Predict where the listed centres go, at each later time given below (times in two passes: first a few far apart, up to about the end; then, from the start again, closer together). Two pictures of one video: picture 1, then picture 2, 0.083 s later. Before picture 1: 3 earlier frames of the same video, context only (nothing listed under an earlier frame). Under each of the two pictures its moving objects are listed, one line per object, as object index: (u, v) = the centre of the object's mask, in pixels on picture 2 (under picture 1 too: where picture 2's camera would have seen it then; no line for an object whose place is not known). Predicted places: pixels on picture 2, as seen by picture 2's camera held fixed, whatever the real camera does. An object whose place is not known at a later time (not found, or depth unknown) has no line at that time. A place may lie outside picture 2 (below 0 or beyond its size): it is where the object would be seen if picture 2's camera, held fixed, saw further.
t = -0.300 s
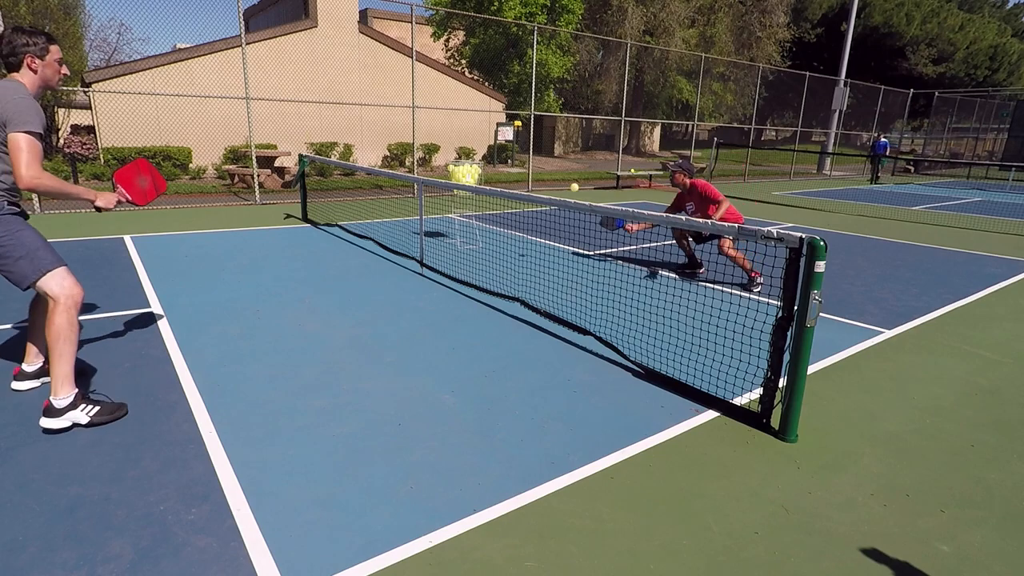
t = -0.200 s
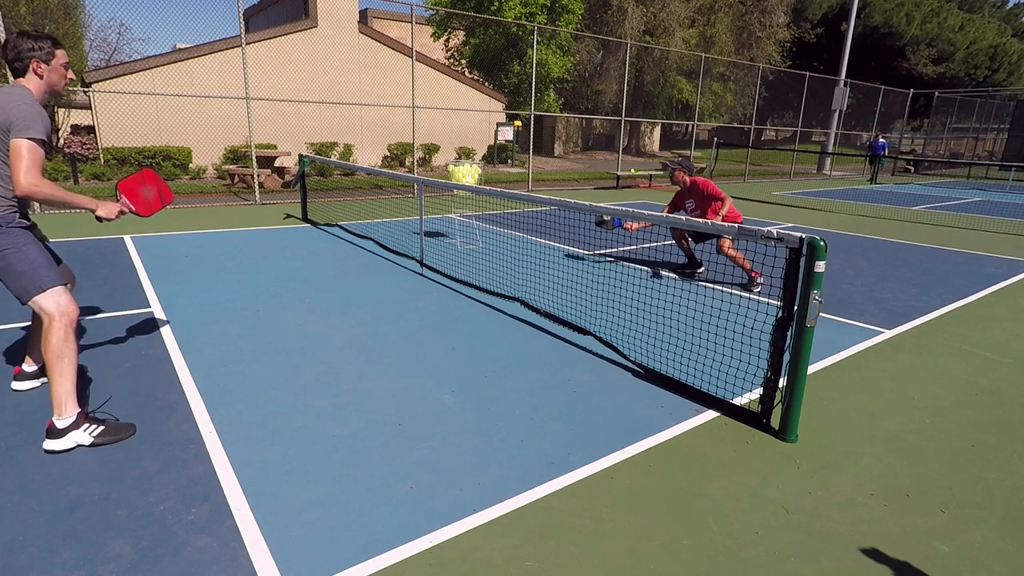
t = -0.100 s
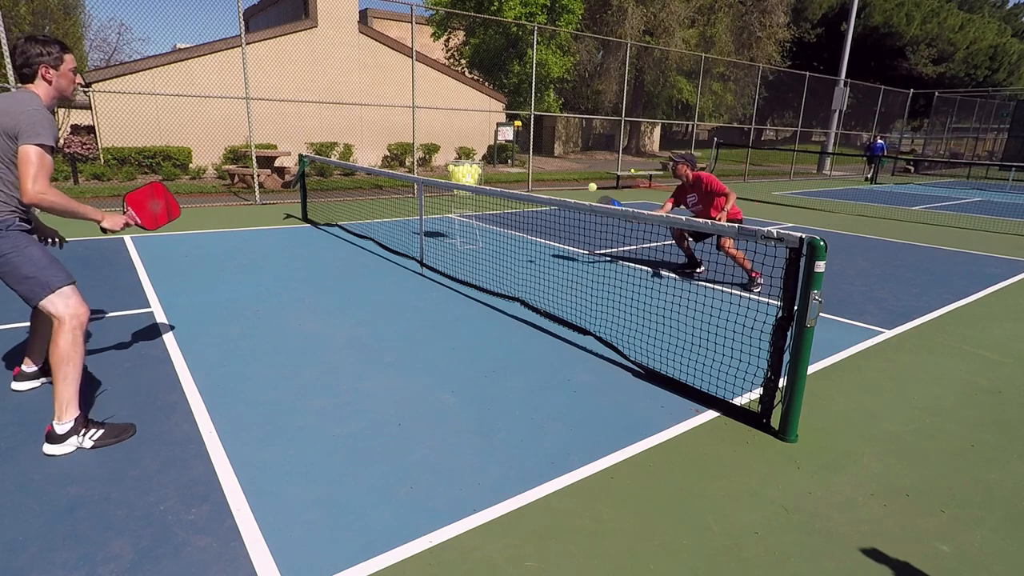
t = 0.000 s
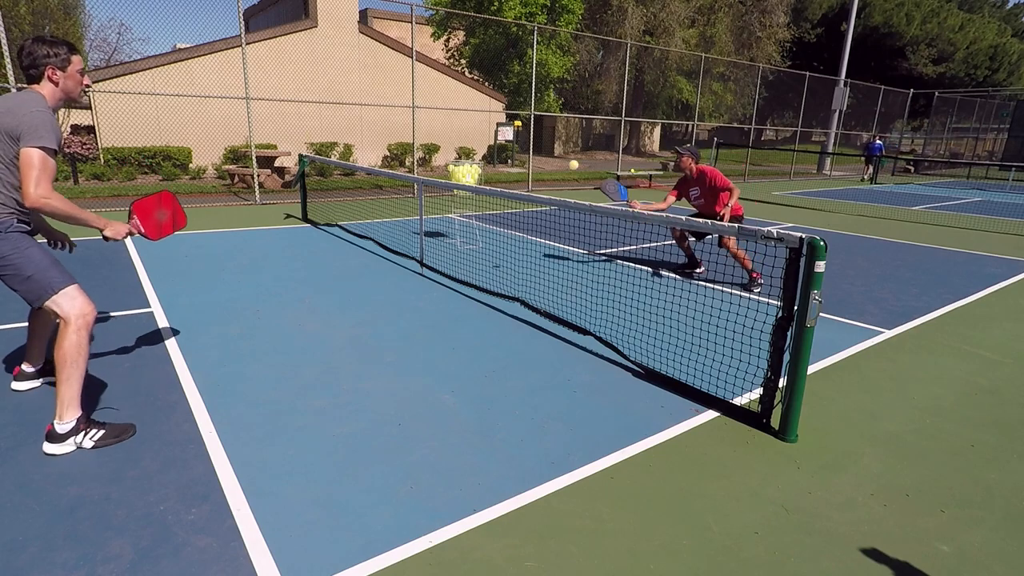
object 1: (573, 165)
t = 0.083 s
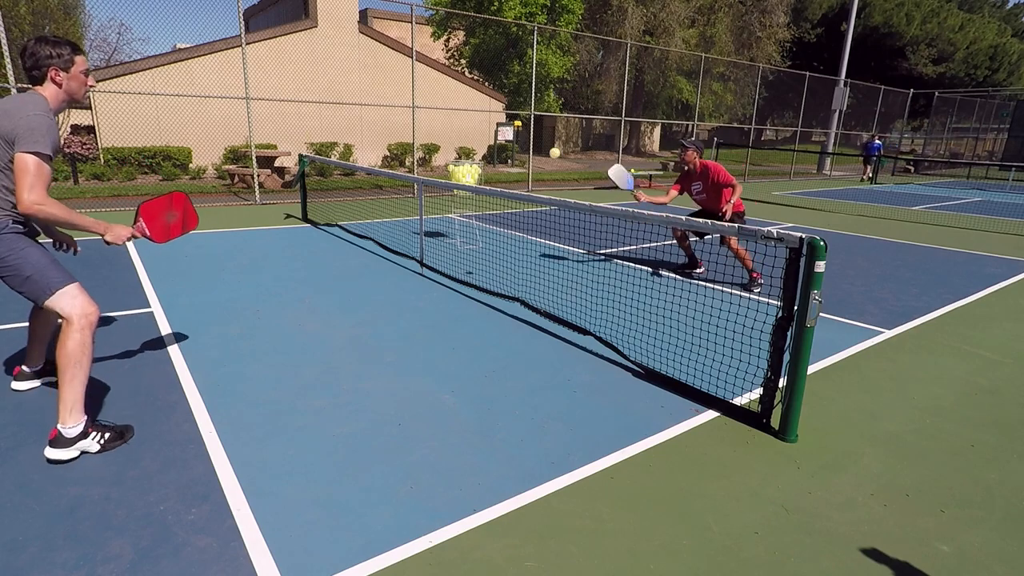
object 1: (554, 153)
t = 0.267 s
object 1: (497, 159)
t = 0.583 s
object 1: (334, 368)
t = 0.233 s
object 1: (510, 154)
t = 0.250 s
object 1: (504, 157)
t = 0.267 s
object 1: (497, 159)
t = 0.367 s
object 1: (456, 191)
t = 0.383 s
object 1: (448, 198)
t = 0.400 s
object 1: (440, 207)
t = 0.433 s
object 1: (423, 227)
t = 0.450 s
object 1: (415, 238)
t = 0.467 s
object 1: (405, 251)
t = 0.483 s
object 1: (396, 264)
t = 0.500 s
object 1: (386, 279)
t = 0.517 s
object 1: (376, 294)
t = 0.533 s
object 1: (366, 311)
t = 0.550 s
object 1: (356, 329)
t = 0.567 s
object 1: (345, 348)
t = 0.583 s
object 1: (334, 368)
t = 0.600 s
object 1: (323, 390)
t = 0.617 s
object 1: (311, 413)
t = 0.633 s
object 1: (299, 438)
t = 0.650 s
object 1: (288, 455)
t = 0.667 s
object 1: (279, 448)
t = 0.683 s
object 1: (269, 441)
